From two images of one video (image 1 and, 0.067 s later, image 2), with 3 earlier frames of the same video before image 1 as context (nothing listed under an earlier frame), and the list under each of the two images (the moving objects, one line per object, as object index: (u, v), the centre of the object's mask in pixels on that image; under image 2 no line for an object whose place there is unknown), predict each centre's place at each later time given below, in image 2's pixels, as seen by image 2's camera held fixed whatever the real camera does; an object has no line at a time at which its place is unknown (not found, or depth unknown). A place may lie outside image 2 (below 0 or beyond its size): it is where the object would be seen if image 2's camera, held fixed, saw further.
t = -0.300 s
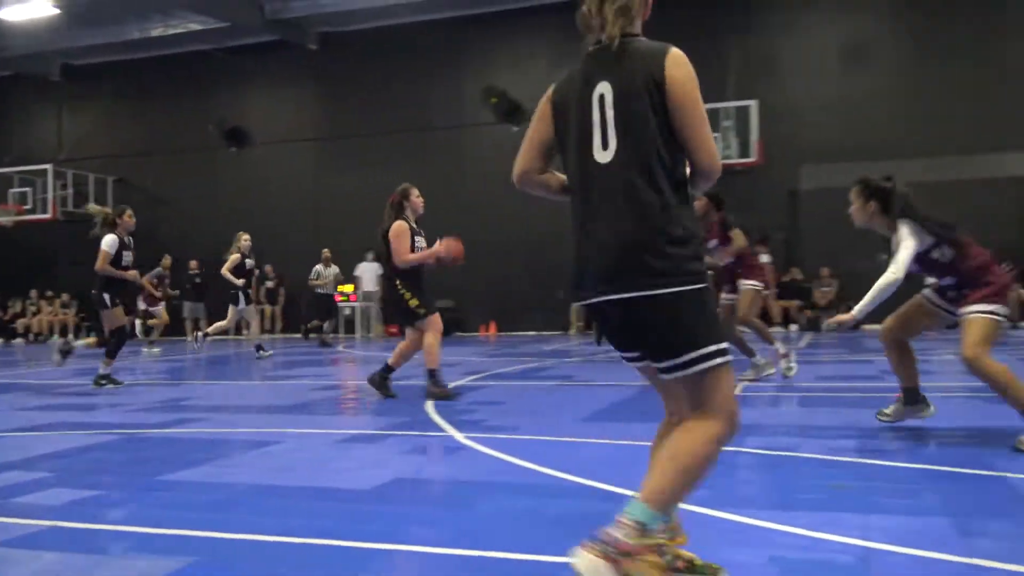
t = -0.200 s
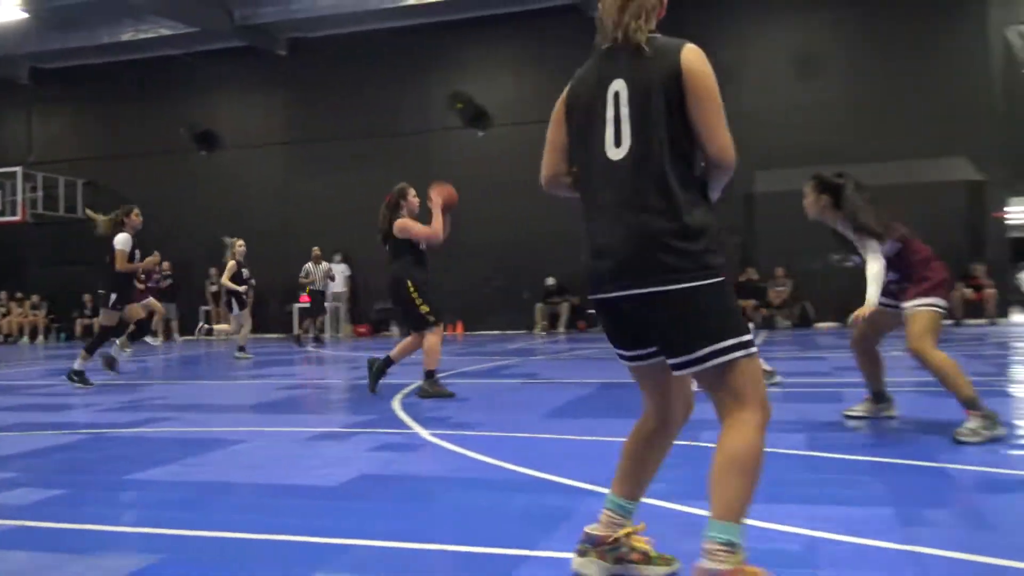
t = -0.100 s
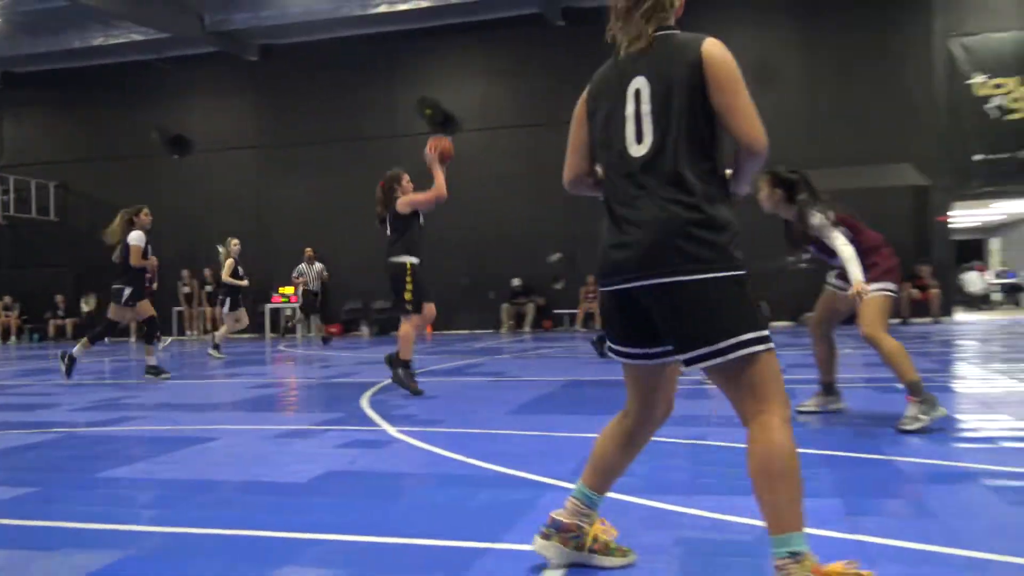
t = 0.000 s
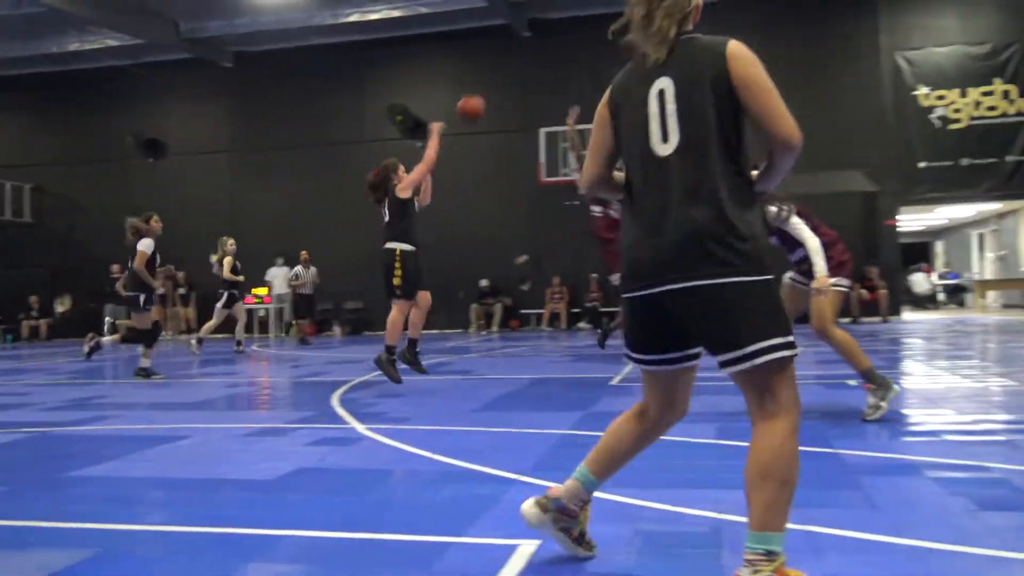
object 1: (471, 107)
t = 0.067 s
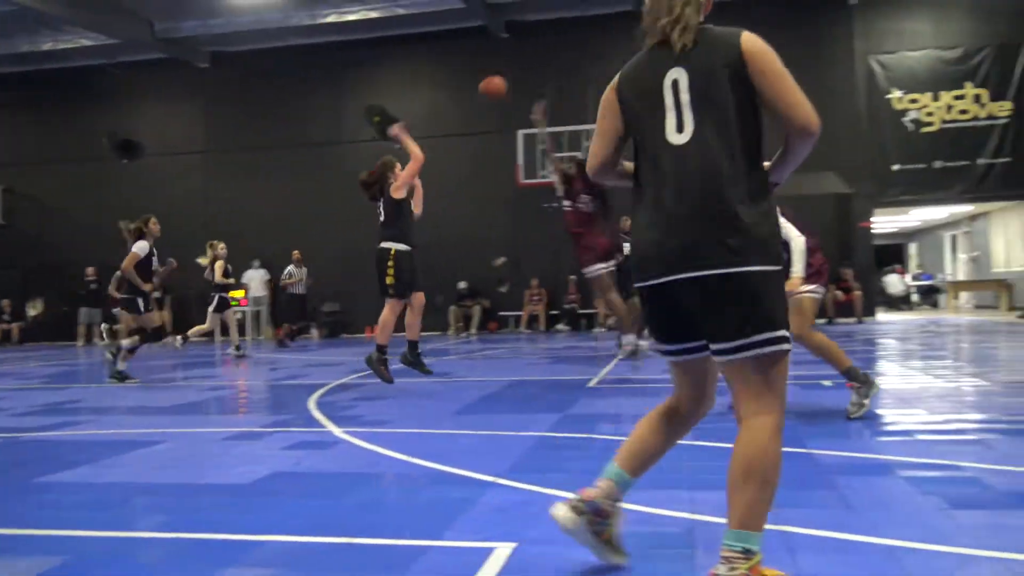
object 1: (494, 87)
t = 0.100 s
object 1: (516, 80)
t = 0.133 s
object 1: (537, 73)
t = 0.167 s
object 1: (557, 68)
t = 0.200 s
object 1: (577, 63)
